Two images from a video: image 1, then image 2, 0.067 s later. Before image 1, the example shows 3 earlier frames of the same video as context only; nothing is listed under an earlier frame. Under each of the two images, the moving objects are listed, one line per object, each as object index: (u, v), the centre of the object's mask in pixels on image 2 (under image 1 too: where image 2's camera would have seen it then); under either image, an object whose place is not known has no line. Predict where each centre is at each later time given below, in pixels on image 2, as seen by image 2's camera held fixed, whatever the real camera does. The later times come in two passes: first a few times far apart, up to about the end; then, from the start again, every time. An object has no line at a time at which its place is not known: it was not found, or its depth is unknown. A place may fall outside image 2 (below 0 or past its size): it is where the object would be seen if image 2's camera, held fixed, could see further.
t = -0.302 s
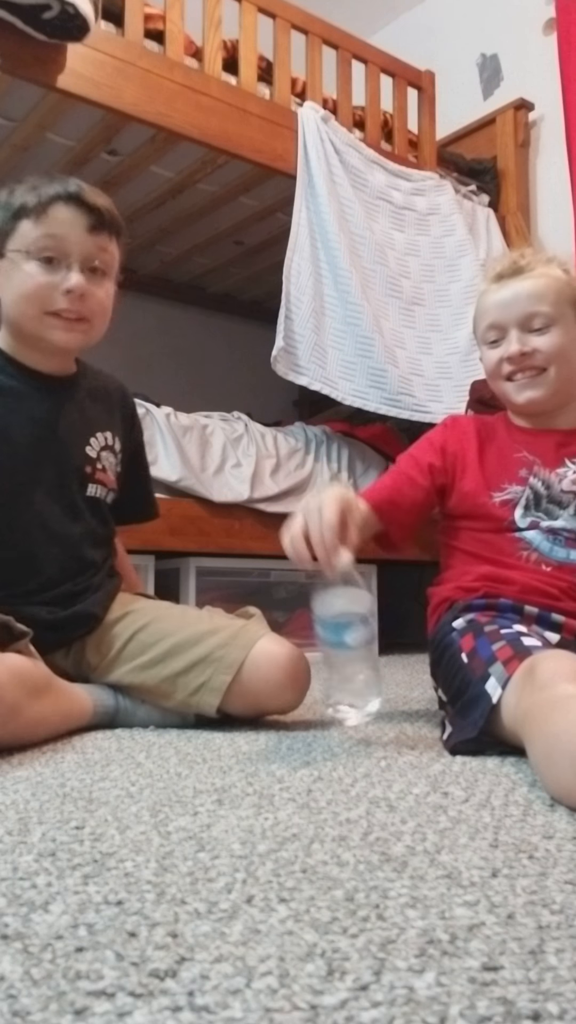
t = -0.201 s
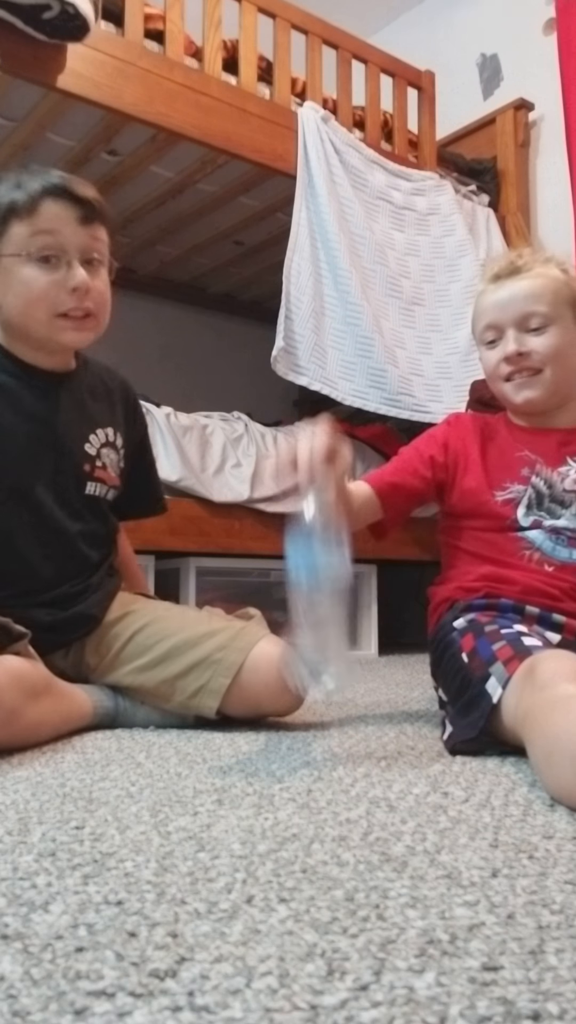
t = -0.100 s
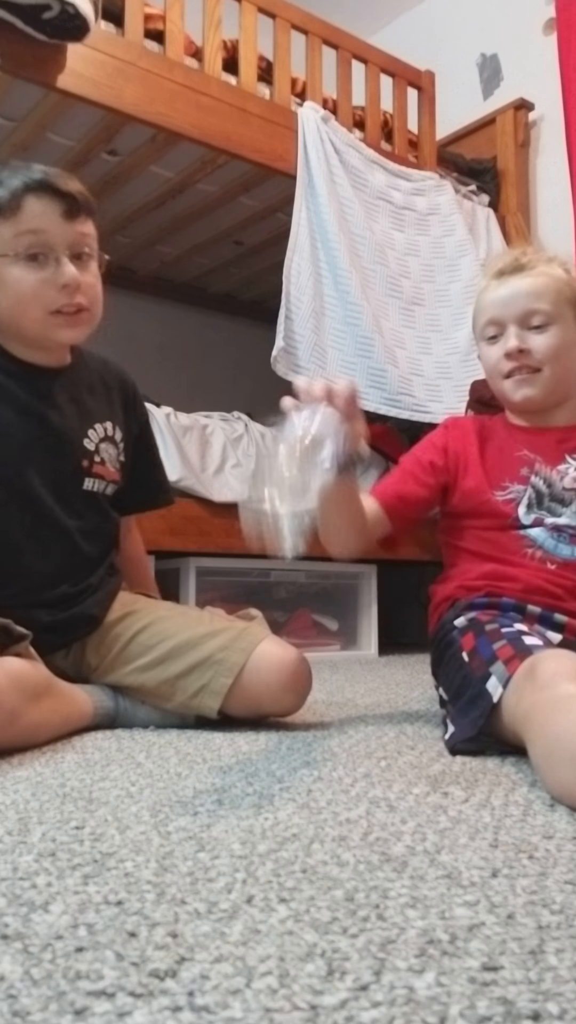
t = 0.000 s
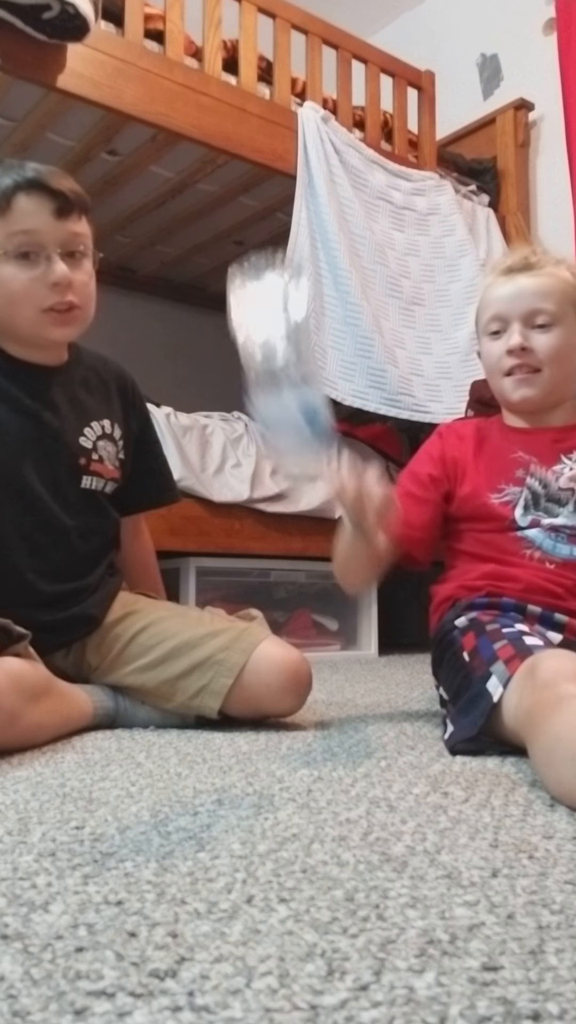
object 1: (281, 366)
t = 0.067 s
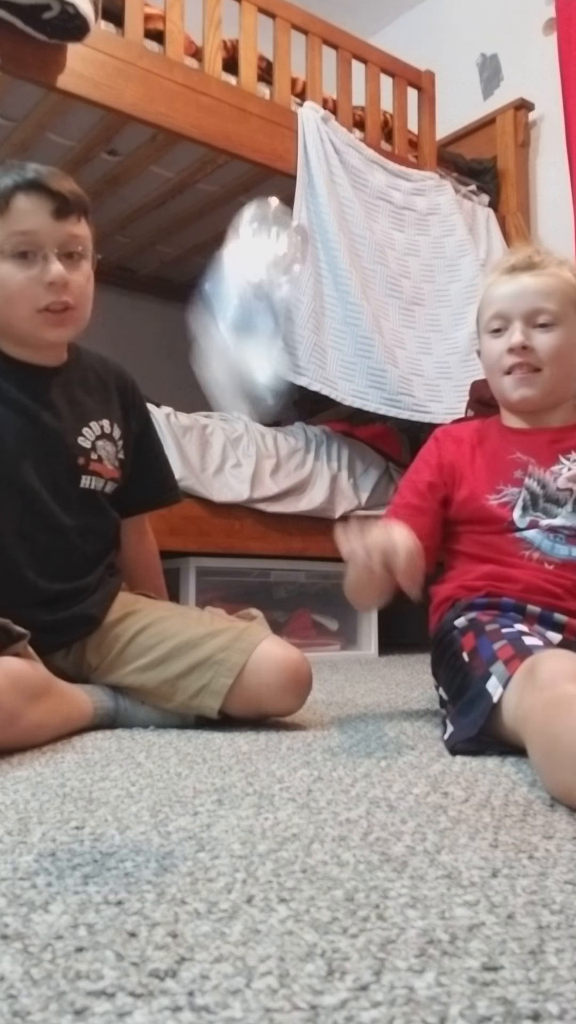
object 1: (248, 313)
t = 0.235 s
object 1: (219, 270)
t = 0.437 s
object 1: (227, 703)
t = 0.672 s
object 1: (216, 714)
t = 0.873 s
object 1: (193, 769)
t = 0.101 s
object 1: (227, 273)
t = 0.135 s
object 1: (216, 228)
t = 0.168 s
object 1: (216, 219)
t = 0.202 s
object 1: (218, 240)
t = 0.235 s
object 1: (219, 270)
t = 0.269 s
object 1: (225, 340)
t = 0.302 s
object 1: (229, 431)
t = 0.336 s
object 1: (229, 544)
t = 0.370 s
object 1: (229, 679)
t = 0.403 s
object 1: (227, 705)
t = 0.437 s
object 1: (227, 703)
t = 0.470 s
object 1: (226, 705)
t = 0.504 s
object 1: (225, 706)
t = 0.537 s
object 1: (223, 708)
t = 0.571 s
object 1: (221, 708)
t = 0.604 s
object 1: (218, 710)
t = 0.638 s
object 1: (216, 712)
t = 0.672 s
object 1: (216, 714)
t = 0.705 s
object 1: (214, 719)
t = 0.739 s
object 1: (210, 726)
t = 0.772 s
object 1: (205, 734)
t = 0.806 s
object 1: (200, 746)
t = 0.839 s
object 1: (196, 756)
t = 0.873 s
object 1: (193, 769)
